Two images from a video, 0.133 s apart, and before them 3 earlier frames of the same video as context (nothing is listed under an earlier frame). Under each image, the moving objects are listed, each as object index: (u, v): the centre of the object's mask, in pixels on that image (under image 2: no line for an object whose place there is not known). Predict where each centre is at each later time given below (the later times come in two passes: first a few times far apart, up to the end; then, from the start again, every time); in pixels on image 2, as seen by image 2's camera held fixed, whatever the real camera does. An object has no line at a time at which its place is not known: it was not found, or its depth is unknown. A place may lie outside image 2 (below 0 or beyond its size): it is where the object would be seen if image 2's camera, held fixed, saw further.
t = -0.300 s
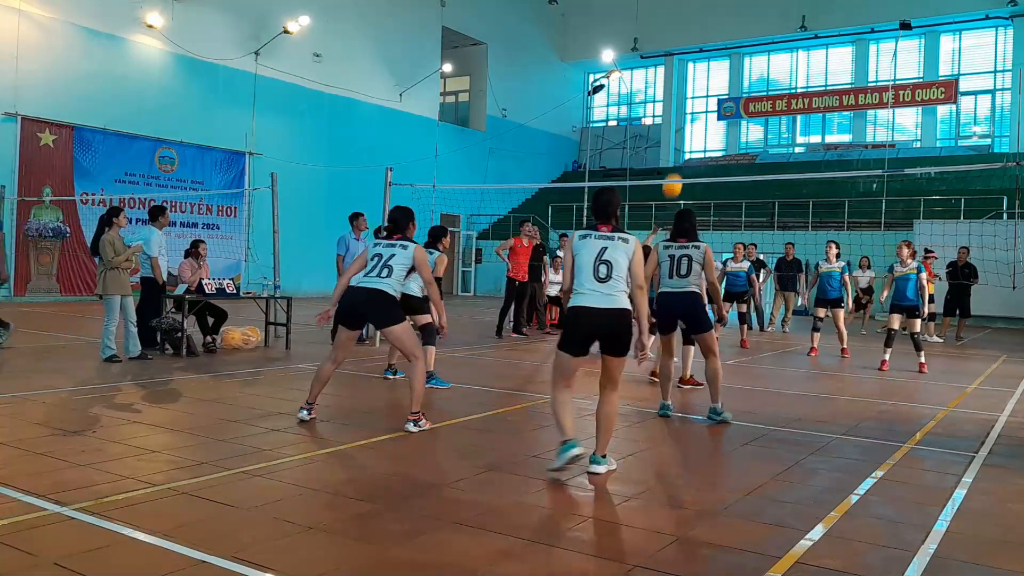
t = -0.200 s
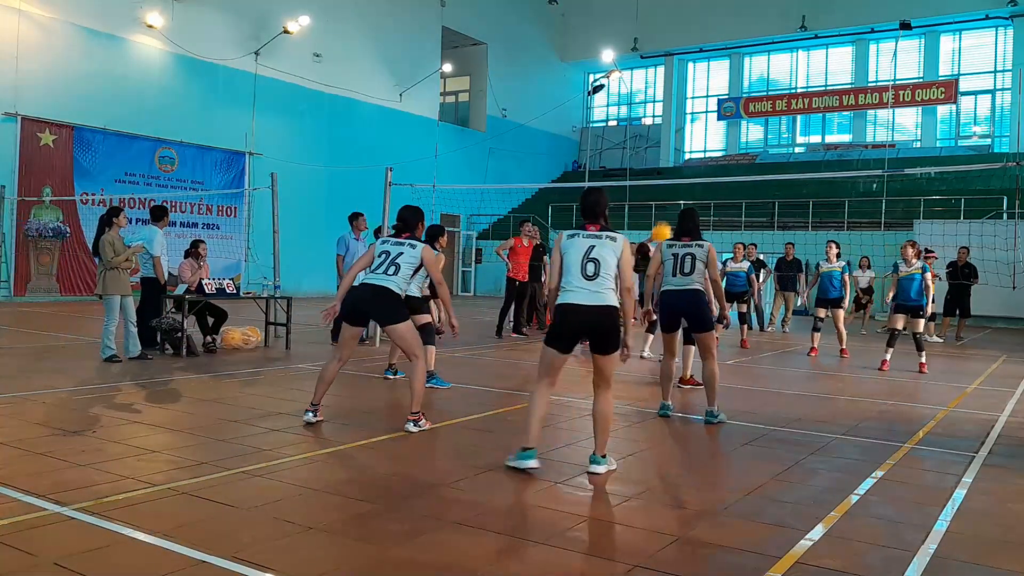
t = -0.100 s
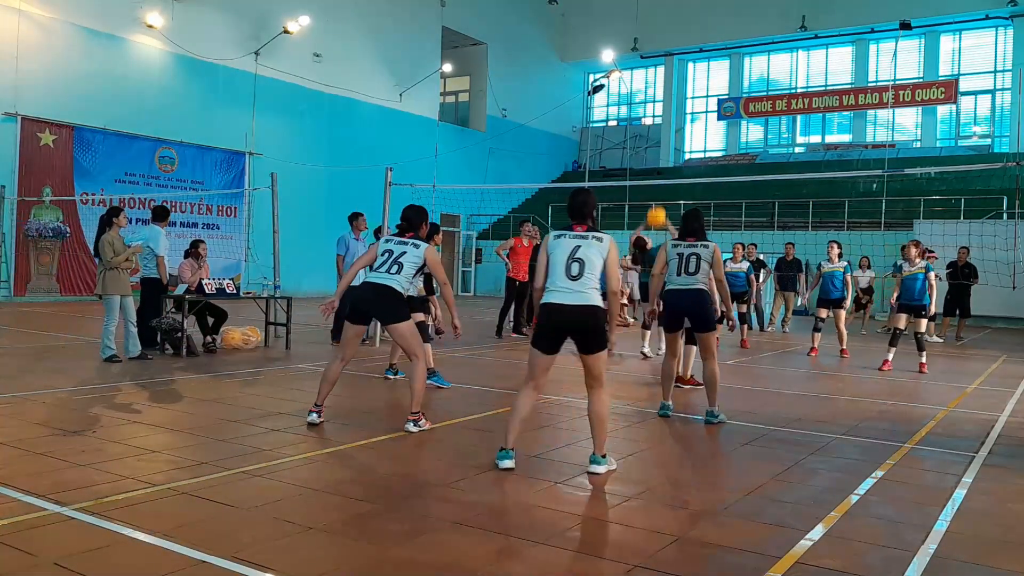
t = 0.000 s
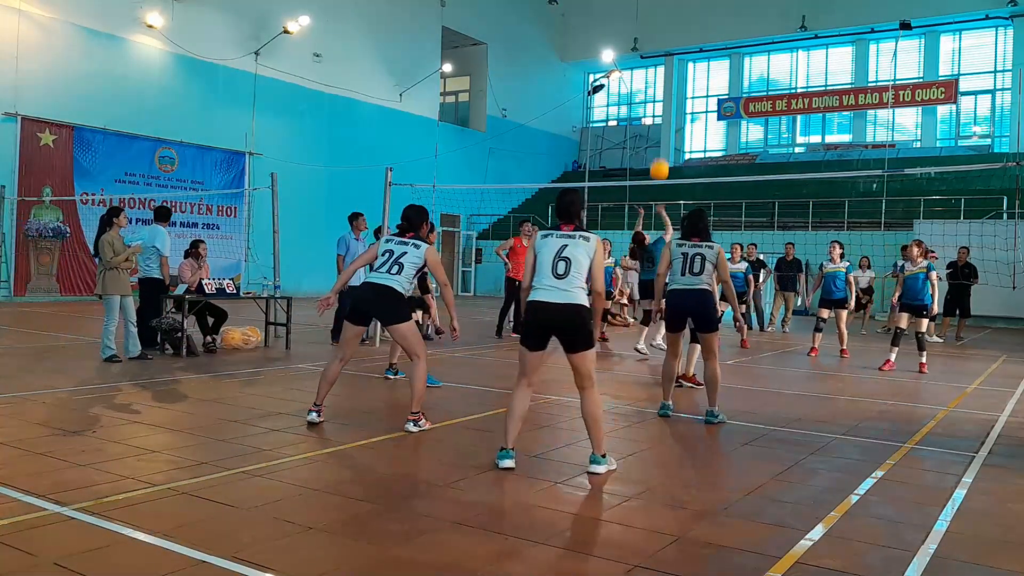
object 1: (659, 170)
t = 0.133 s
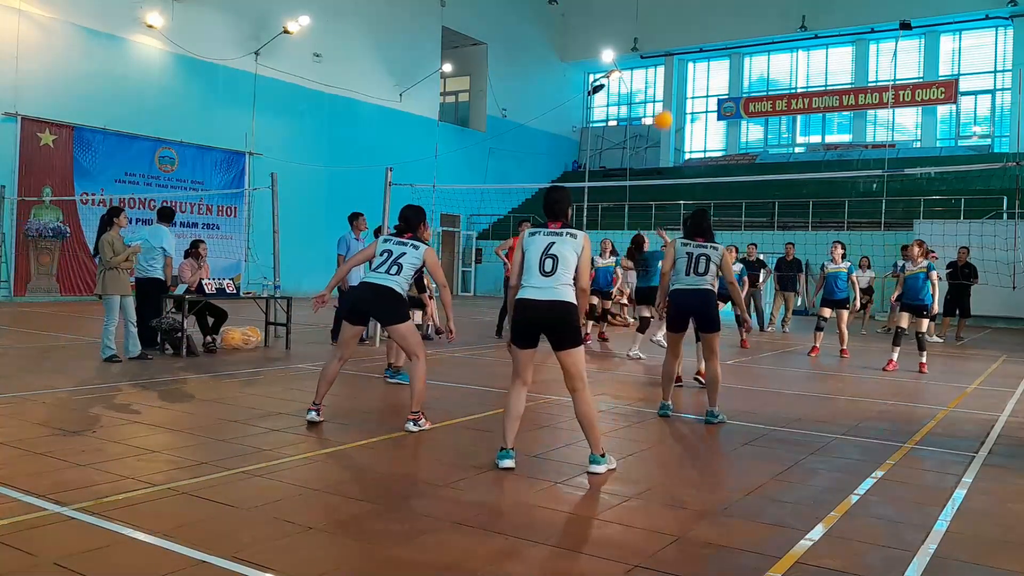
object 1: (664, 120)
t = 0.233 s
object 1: (666, 92)
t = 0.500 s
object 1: (669, 58)
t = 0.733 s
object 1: (670, 73)
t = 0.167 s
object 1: (664, 109)
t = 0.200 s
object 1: (665, 100)
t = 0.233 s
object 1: (666, 92)
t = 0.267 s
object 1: (666, 84)
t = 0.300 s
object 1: (666, 78)
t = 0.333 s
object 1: (667, 72)
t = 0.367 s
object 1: (667, 68)
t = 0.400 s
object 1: (668, 64)
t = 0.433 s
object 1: (668, 61)
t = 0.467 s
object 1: (668, 59)
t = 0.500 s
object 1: (669, 58)
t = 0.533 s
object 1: (669, 58)
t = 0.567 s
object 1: (669, 58)
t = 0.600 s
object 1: (669, 60)
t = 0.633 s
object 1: (669, 62)
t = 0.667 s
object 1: (670, 65)
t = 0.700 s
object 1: (670, 69)
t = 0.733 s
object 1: (670, 73)
